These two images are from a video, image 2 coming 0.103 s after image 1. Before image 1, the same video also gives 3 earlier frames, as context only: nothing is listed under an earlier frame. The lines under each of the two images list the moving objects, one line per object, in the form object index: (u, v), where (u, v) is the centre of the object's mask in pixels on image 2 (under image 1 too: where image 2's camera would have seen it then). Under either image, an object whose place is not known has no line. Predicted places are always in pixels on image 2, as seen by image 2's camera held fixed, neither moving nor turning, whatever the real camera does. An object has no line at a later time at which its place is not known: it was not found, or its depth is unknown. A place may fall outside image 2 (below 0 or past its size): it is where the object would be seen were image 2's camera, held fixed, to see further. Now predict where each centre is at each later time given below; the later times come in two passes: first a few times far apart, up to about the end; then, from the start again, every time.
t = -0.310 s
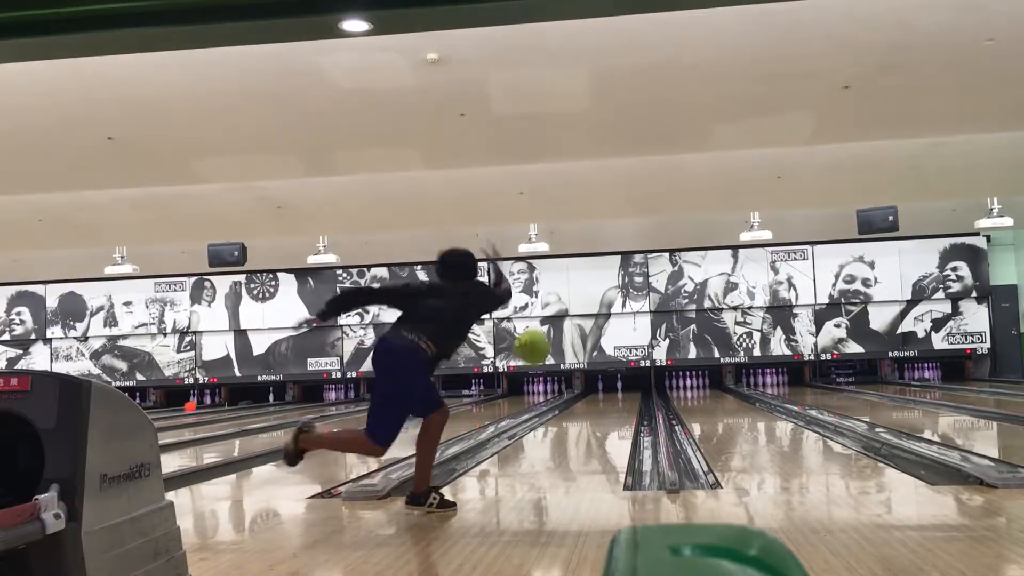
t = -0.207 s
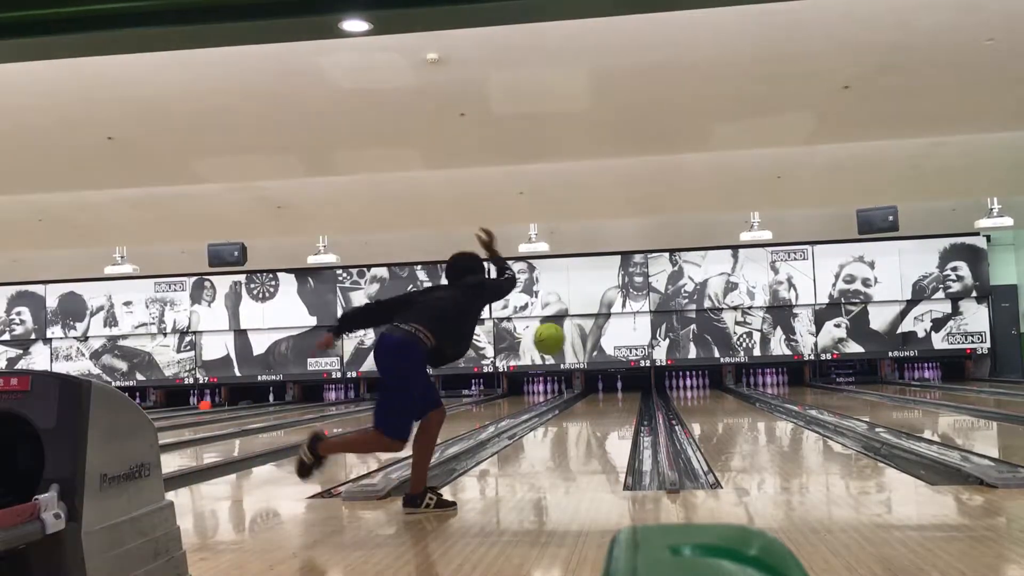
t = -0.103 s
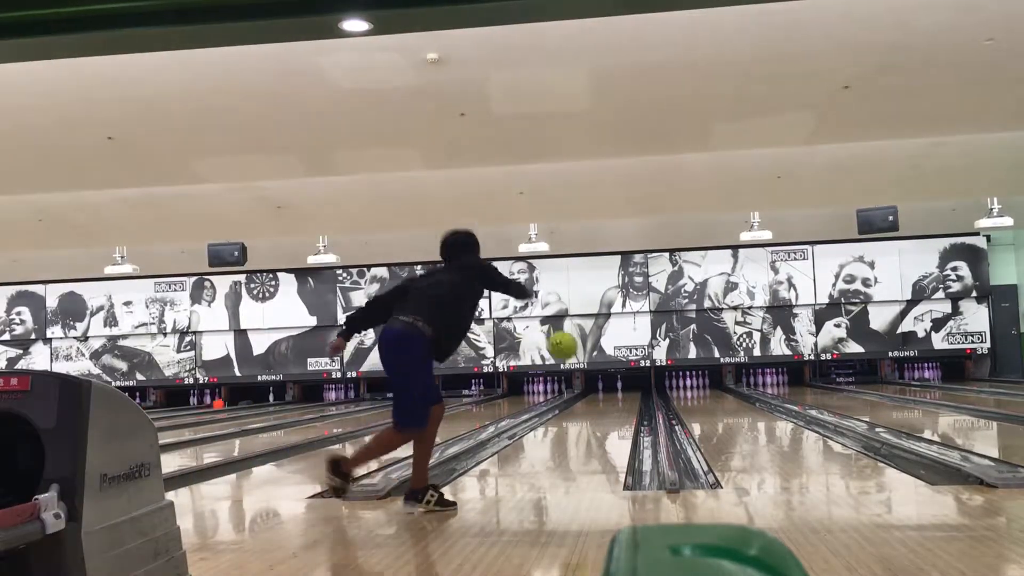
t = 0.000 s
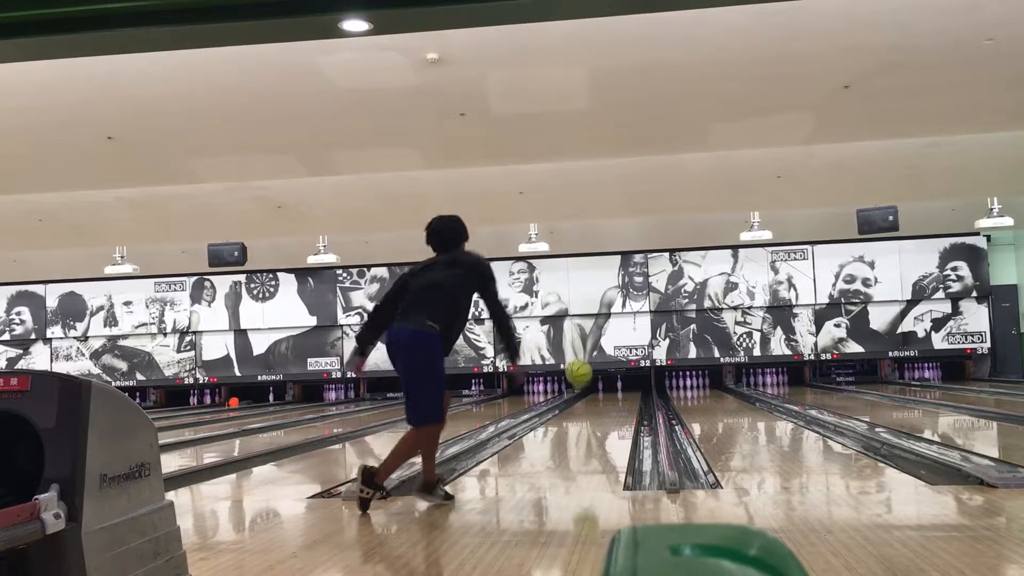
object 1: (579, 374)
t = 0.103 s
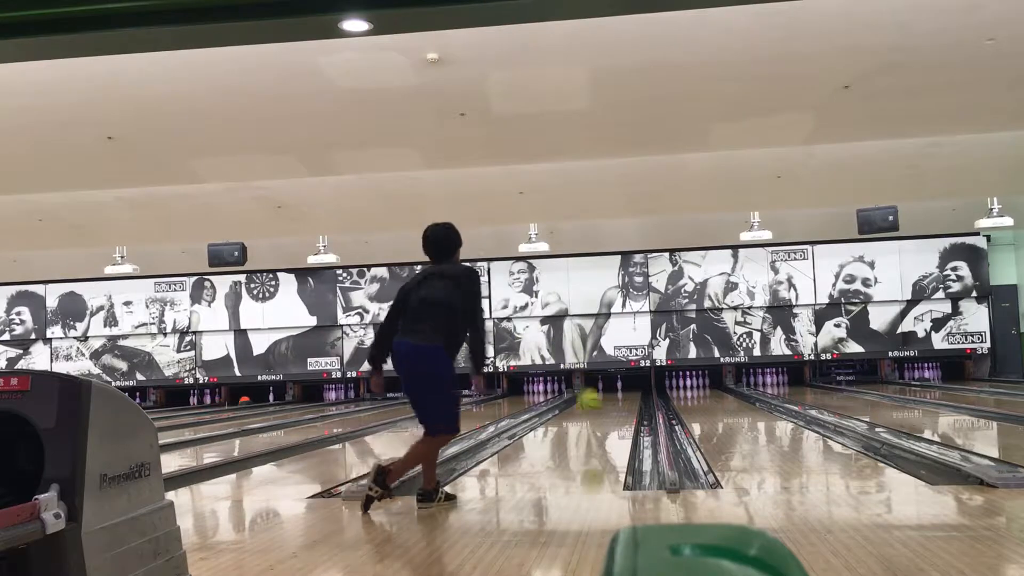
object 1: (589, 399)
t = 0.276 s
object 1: (600, 406)
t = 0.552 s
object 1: (614, 410)
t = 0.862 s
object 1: (623, 404)
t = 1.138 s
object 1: (627, 399)
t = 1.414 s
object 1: (629, 395)
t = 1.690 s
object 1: (628, 392)
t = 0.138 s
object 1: (592, 412)
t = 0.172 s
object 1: (595, 423)
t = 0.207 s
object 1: (597, 418)
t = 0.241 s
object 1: (599, 409)
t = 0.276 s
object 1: (600, 406)
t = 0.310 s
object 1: (603, 403)
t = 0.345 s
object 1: (604, 402)
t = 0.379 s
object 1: (605, 401)
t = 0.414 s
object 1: (608, 402)
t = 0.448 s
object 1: (609, 402)
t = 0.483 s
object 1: (611, 403)
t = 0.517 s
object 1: (612, 406)
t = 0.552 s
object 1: (614, 410)
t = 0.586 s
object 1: (615, 410)
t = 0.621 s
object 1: (616, 409)
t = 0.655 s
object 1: (617, 408)
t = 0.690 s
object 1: (618, 408)
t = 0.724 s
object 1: (619, 407)
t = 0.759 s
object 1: (620, 407)
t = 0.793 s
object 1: (621, 406)
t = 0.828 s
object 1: (622, 405)
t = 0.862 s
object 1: (623, 404)
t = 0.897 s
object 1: (624, 403)
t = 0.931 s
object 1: (624, 403)
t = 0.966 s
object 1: (625, 402)
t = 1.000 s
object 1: (626, 402)
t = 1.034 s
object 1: (626, 400)
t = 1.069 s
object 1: (627, 400)
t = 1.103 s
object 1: (627, 399)
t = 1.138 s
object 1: (627, 399)
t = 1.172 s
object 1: (628, 398)
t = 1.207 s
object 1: (628, 398)
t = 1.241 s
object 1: (628, 398)
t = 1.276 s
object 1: (628, 397)
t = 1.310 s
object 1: (629, 397)
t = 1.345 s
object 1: (629, 396)
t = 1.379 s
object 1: (629, 396)
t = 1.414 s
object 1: (629, 395)
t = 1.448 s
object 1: (629, 394)
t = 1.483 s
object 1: (629, 394)
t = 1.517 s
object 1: (629, 394)
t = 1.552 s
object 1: (629, 393)
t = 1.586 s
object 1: (629, 393)
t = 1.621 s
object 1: (629, 393)
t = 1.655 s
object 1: (629, 393)
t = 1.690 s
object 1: (628, 392)
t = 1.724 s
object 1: (628, 392)
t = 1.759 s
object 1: (628, 392)
